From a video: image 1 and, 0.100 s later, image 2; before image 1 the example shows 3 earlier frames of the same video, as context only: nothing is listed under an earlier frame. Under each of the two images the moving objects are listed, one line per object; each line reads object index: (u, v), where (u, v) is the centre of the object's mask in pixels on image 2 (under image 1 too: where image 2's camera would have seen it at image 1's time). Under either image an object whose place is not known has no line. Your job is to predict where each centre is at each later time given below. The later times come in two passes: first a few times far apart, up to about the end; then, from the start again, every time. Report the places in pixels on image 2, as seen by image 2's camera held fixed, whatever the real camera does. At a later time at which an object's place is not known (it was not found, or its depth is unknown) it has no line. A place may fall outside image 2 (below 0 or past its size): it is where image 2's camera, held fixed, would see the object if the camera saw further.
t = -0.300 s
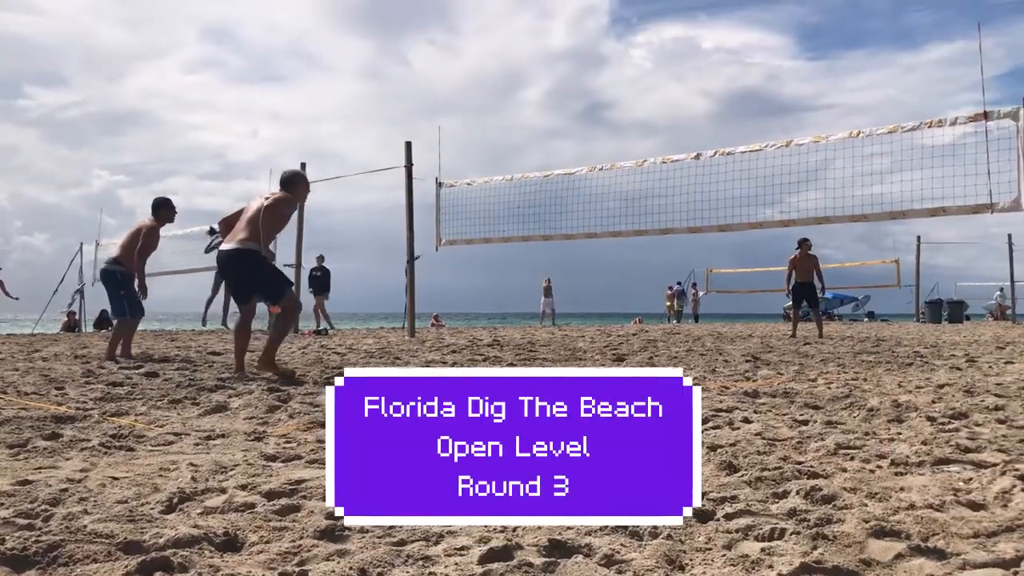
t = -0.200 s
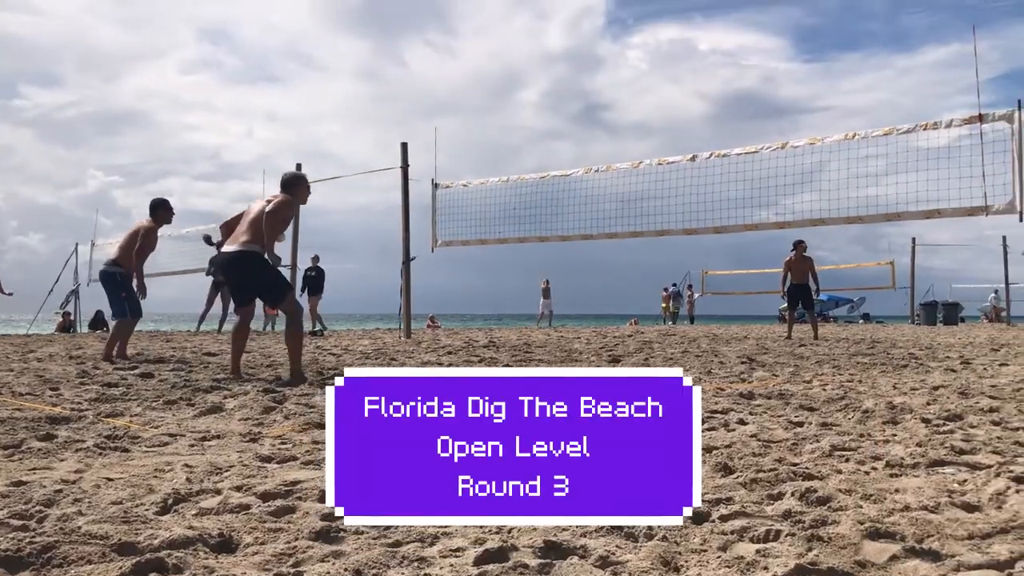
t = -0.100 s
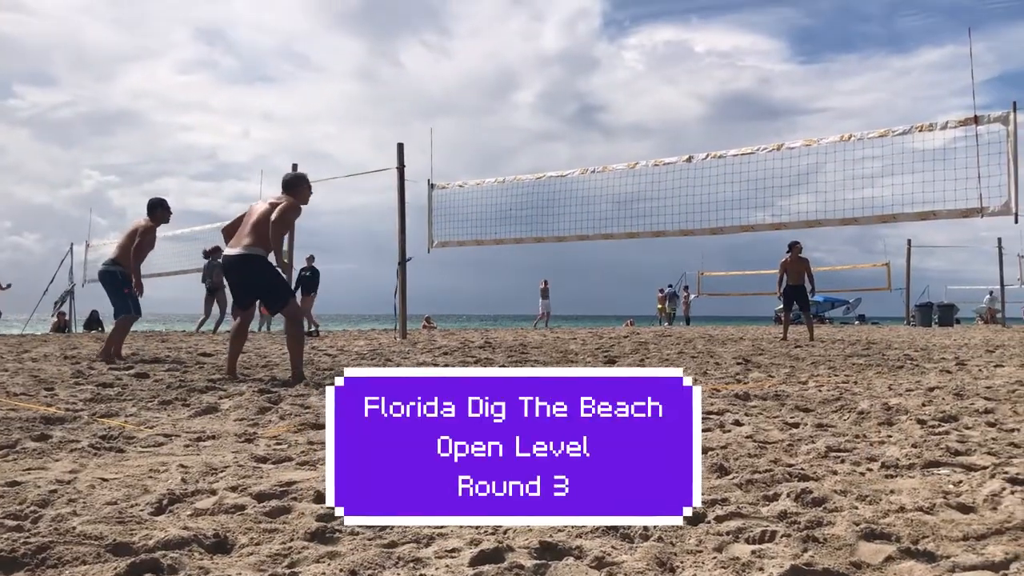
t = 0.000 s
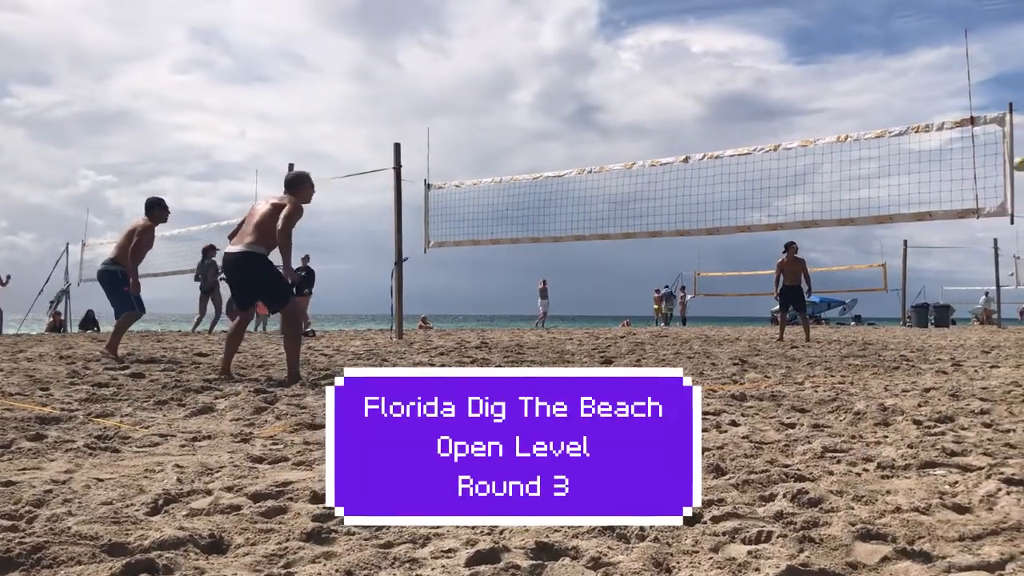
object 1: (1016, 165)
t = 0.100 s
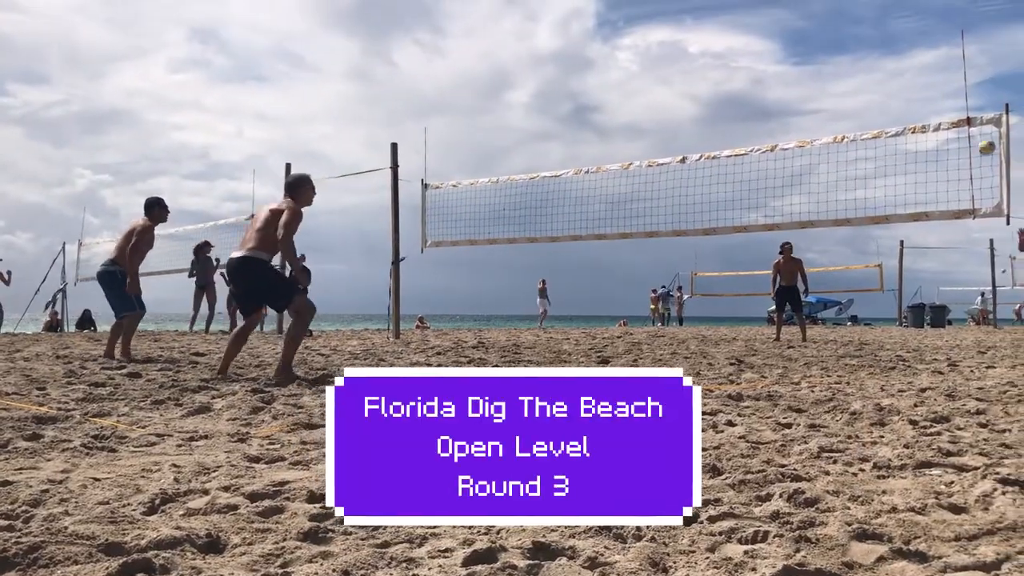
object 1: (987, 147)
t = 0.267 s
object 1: (926, 130)
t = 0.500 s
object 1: (823, 120)
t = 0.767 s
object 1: (713, 140)
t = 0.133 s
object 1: (976, 142)
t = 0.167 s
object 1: (964, 138)
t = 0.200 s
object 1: (952, 135)
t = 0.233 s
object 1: (939, 131)
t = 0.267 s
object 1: (926, 130)
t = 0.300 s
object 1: (911, 122)
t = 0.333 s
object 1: (897, 122)
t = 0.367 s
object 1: (881, 123)
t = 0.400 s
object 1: (864, 124)
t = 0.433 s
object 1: (847, 127)
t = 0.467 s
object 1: (835, 123)
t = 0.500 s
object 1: (823, 120)
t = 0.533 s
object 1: (811, 119)
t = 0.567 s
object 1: (798, 118)
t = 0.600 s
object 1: (785, 118)
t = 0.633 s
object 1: (772, 120)
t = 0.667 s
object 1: (758, 122)
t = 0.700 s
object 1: (744, 127)
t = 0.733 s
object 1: (729, 133)
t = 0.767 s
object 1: (713, 140)
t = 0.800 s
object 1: (697, 149)
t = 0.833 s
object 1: (681, 160)
